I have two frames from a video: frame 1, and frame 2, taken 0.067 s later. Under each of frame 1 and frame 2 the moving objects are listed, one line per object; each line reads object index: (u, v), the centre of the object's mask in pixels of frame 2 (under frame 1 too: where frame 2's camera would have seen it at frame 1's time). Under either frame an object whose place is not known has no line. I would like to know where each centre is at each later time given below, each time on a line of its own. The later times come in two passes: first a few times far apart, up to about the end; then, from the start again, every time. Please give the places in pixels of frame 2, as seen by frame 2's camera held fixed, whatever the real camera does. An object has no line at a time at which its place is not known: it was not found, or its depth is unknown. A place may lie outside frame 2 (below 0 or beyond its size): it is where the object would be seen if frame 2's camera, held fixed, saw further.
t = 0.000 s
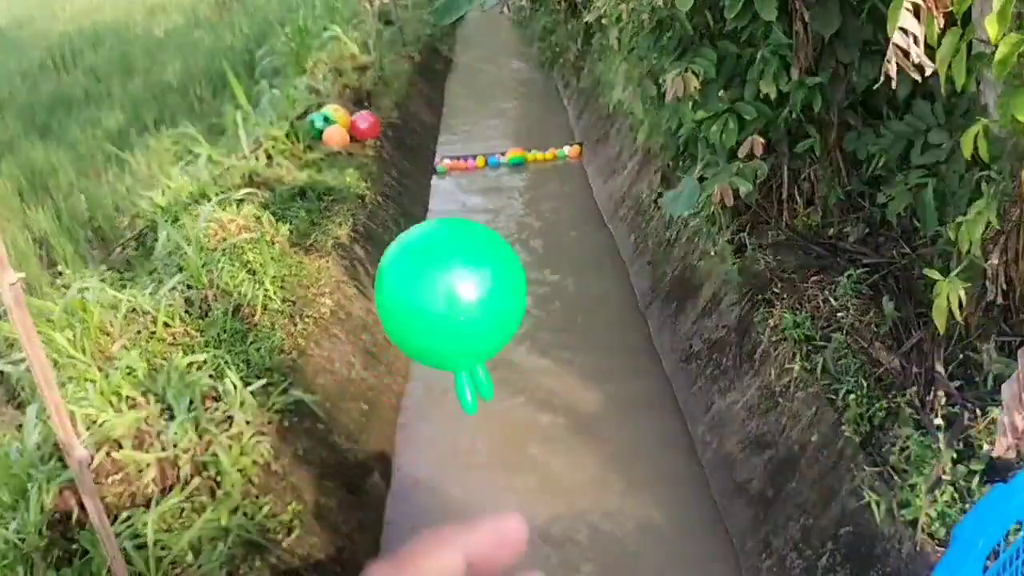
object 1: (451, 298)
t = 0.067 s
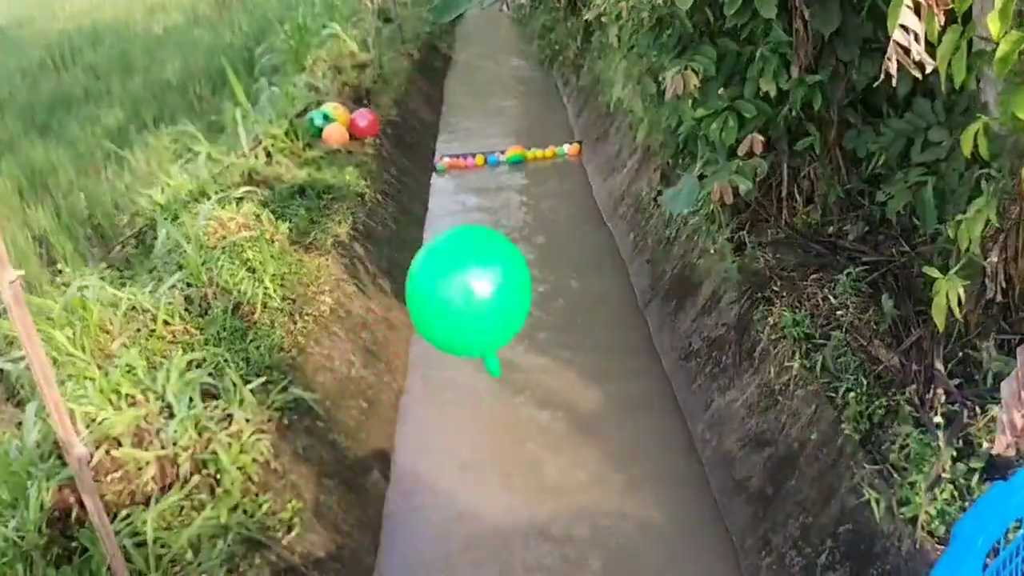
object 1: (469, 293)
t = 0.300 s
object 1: (525, 416)
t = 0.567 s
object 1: (551, 496)
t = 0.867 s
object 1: (545, 440)
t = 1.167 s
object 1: (542, 405)
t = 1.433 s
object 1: (535, 378)
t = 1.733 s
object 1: (526, 354)
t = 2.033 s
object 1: (516, 335)
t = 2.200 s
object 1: (510, 325)
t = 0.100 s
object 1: (478, 302)
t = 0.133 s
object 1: (488, 317)
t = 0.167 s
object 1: (496, 336)
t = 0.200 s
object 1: (505, 356)
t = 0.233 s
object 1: (512, 375)
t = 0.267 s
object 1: (518, 395)
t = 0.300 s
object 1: (525, 416)
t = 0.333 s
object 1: (531, 438)
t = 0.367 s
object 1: (537, 460)
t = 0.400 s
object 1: (543, 483)
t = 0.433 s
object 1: (548, 503)
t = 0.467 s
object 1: (550, 509)
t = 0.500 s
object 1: (550, 509)
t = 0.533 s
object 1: (552, 502)
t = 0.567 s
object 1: (551, 496)
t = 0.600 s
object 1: (551, 489)
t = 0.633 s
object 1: (550, 481)
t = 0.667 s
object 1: (549, 471)
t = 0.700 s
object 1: (548, 460)
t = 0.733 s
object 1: (548, 453)
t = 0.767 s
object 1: (547, 448)
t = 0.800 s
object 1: (546, 446)
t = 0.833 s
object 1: (546, 444)
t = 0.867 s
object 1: (545, 440)
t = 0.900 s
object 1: (545, 437)
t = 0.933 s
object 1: (545, 433)
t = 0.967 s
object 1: (545, 429)
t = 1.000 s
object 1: (544, 424)
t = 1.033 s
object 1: (543, 420)
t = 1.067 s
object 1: (543, 415)
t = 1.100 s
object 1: (543, 412)
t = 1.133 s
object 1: (542, 408)
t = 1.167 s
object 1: (542, 405)
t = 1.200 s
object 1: (541, 401)
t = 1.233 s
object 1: (541, 397)
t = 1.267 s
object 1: (540, 393)
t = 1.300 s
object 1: (539, 390)
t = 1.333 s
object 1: (538, 386)
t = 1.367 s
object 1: (537, 383)
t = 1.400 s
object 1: (536, 380)
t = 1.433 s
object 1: (535, 378)
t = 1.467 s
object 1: (534, 375)
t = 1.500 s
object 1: (533, 372)
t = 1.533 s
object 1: (532, 370)
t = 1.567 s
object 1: (531, 367)
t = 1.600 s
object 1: (530, 364)
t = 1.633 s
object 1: (529, 361)
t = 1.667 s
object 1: (528, 359)
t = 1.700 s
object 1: (527, 357)
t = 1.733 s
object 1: (526, 354)
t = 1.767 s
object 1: (525, 352)
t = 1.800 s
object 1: (524, 349)
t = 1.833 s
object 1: (522, 347)
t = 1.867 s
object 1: (521, 345)
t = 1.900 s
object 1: (520, 342)
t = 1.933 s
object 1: (519, 340)
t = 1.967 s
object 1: (517, 339)
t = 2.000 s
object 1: (516, 336)
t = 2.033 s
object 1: (516, 335)
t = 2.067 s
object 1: (515, 332)
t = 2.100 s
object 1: (514, 331)
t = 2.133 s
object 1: (512, 329)
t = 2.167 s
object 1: (511, 327)
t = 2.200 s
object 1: (510, 325)
